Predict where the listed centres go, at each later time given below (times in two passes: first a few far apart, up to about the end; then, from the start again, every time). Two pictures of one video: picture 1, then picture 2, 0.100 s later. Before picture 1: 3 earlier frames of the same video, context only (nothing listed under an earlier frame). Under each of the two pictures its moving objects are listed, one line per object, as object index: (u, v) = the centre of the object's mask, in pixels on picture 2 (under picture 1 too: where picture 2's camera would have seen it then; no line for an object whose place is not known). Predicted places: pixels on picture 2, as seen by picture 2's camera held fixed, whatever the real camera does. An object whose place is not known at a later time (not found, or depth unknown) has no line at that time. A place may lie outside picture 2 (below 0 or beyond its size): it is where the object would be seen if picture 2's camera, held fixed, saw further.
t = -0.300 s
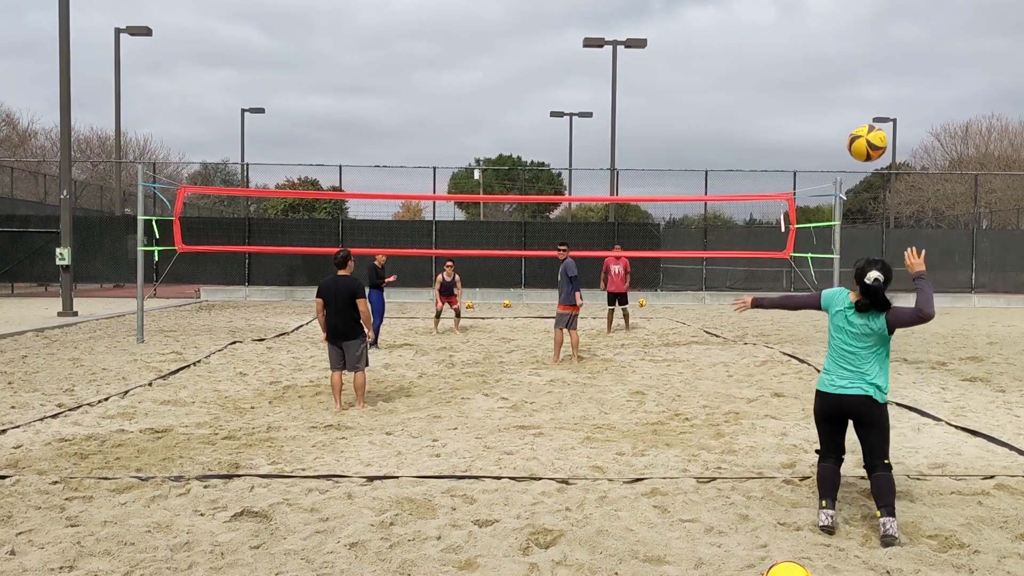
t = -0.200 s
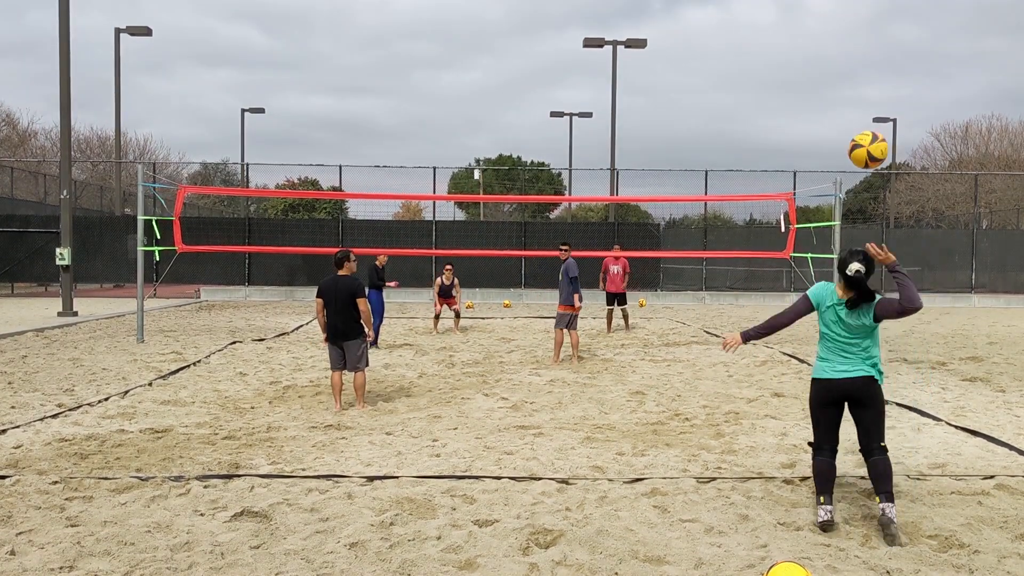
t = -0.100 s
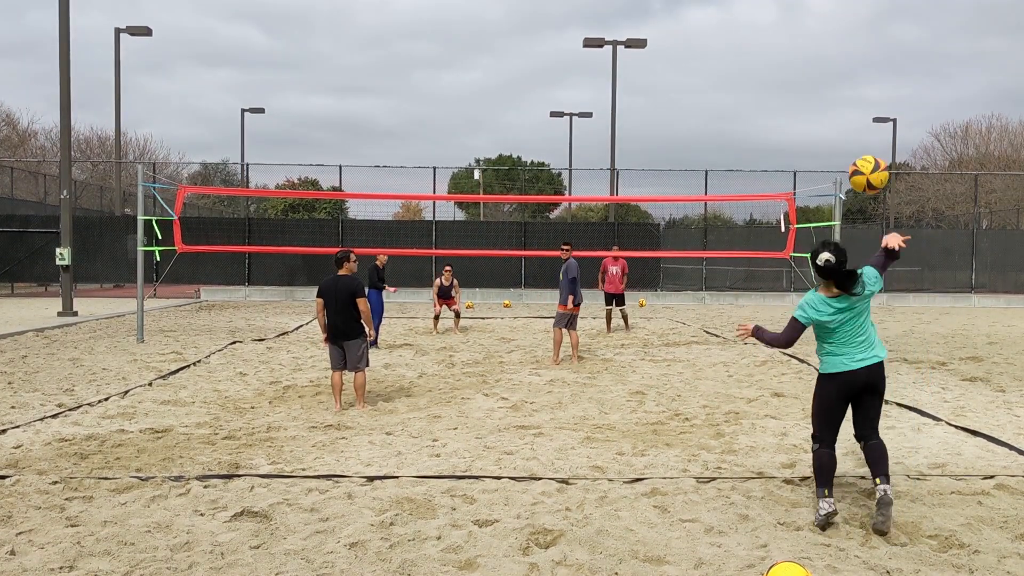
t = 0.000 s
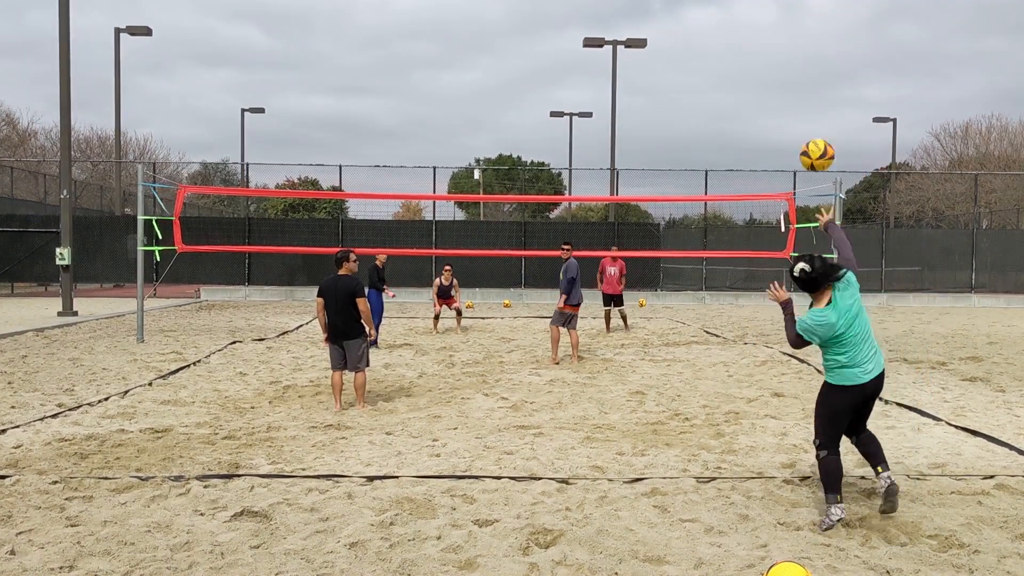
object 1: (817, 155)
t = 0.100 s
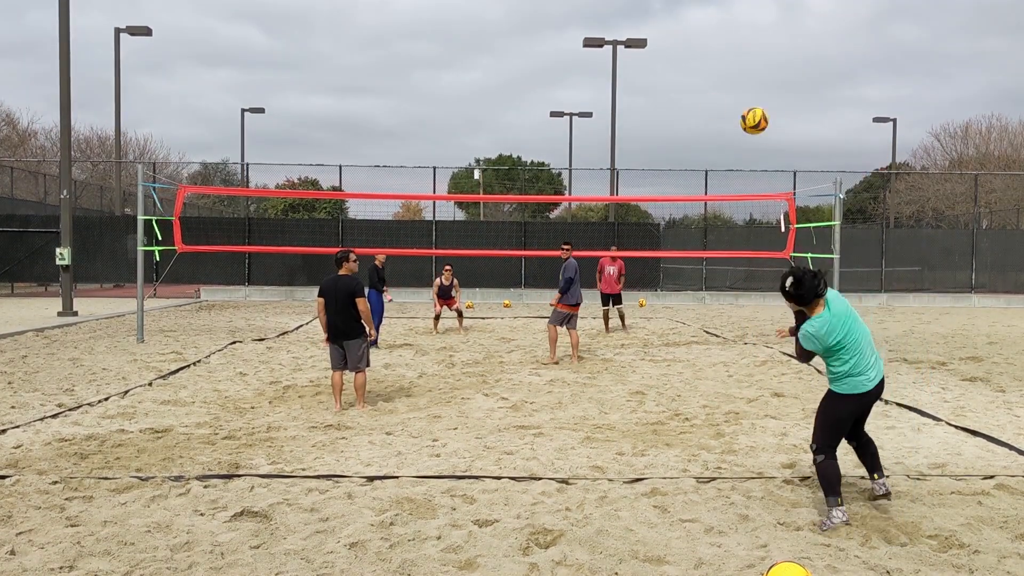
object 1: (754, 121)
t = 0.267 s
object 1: (692, 103)
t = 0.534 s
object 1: (644, 133)
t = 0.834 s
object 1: (613, 206)
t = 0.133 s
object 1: (739, 114)
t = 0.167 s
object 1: (725, 109)
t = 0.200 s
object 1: (713, 106)
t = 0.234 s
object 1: (702, 104)
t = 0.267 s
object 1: (692, 103)
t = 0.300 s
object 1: (684, 104)
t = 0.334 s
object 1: (676, 106)
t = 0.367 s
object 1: (669, 109)
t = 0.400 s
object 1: (663, 113)
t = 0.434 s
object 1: (658, 116)
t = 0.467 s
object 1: (653, 122)
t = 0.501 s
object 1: (648, 128)
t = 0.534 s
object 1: (644, 133)
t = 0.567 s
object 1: (640, 140)
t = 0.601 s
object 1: (636, 147)
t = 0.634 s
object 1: (632, 155)
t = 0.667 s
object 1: (628, 162)
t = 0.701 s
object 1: (624, 170)
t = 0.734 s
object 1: (621, 178)
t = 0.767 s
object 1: (618, 187)
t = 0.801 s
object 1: (615, 193)
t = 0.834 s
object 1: (613, 206)
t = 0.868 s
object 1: (610, 214)
